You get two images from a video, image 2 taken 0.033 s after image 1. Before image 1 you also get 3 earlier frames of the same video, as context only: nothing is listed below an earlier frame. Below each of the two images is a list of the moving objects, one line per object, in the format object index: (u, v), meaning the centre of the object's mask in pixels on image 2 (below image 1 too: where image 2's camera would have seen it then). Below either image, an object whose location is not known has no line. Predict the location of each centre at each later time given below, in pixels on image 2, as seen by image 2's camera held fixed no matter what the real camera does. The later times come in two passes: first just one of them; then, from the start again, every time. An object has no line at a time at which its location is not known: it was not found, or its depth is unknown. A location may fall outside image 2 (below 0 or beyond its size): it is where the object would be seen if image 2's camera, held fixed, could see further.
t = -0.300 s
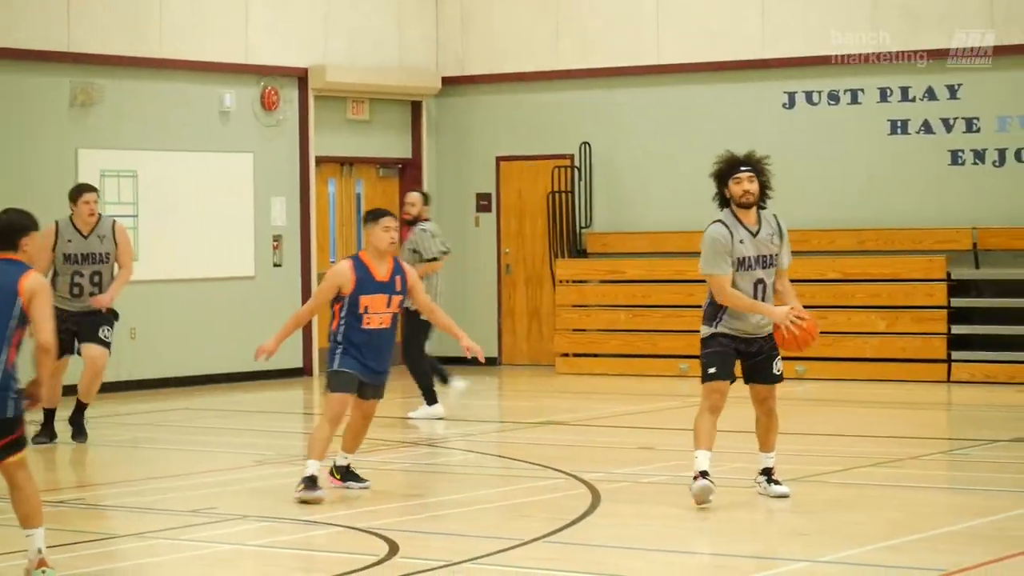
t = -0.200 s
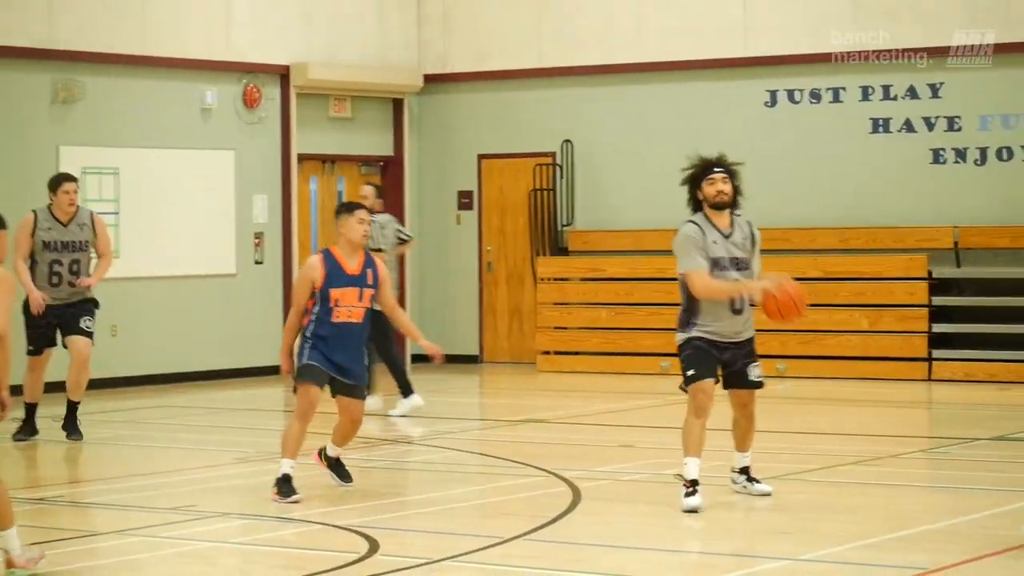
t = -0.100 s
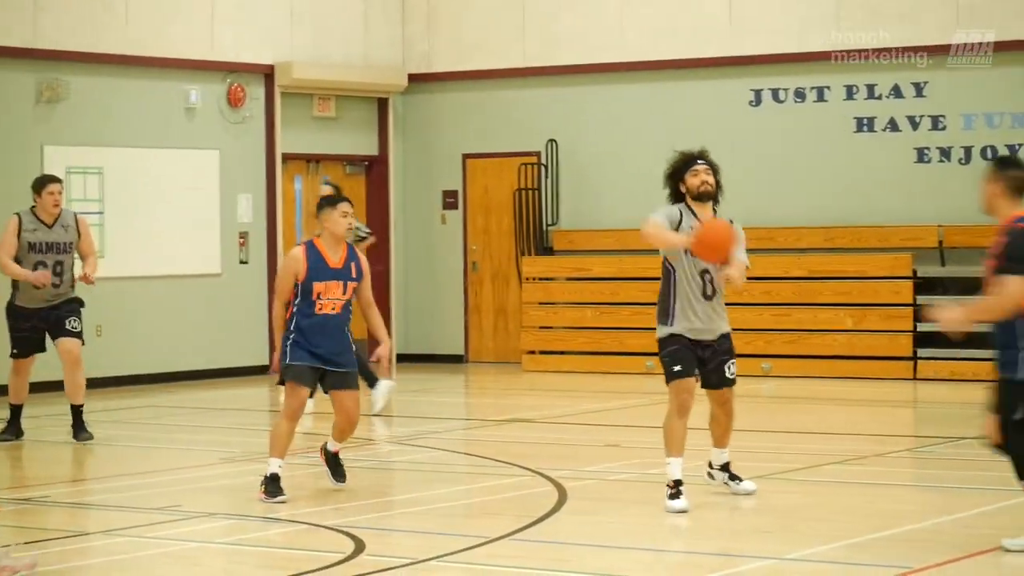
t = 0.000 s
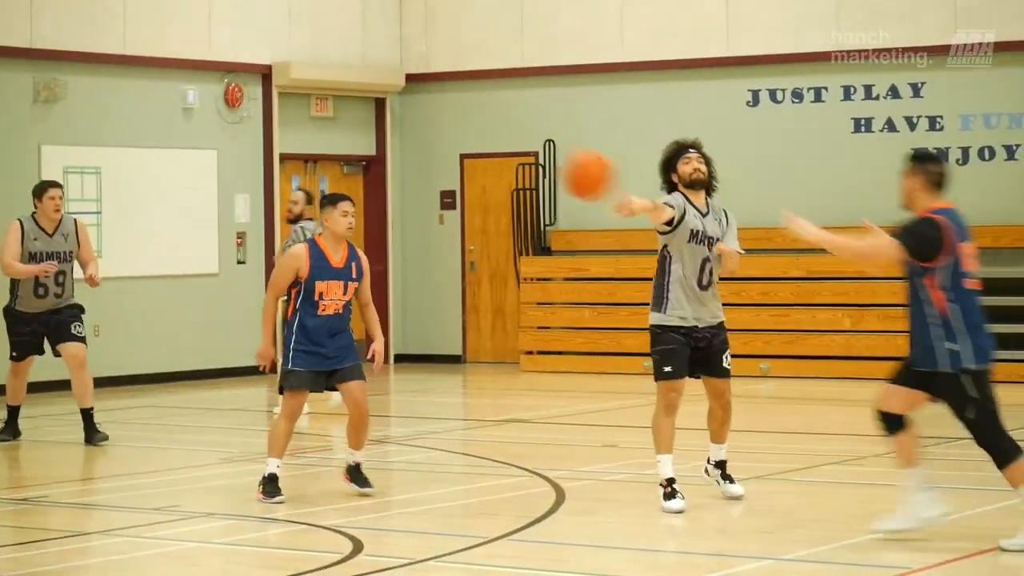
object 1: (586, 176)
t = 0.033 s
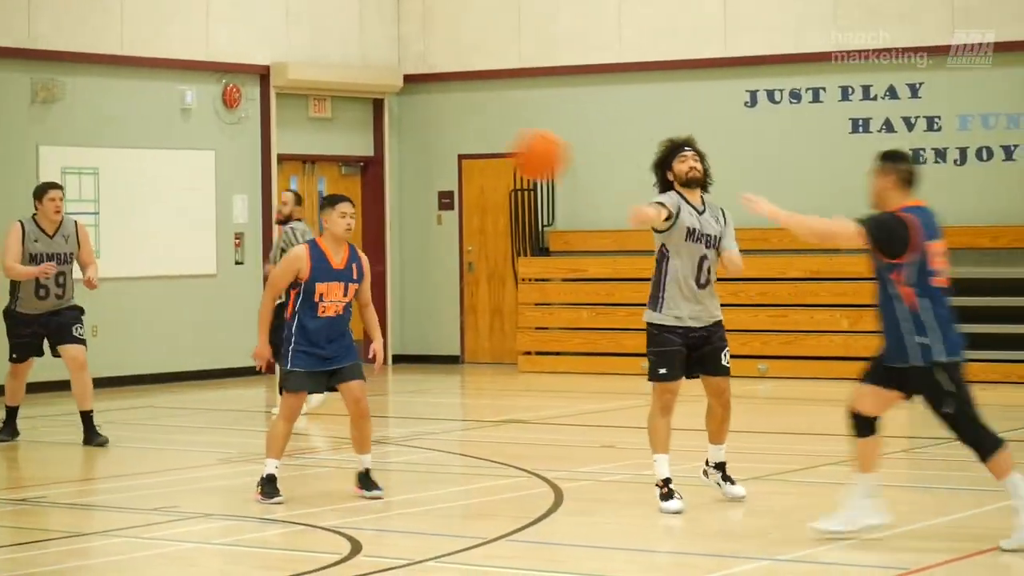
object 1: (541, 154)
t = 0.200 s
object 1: (266, 70)
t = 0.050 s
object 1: (514, 144)
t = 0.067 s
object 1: (489, 134)
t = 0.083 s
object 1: (463, 126)
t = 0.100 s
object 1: (437, 116)
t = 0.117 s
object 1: (412, 108)
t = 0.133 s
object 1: (385, 100)
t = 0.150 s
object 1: (357, 92)
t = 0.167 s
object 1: (326, 84)
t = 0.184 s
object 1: (298, 79)
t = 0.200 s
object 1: (266, 70)
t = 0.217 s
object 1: (234, 64)
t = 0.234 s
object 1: (201, 59)
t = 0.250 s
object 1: (169, 54)
